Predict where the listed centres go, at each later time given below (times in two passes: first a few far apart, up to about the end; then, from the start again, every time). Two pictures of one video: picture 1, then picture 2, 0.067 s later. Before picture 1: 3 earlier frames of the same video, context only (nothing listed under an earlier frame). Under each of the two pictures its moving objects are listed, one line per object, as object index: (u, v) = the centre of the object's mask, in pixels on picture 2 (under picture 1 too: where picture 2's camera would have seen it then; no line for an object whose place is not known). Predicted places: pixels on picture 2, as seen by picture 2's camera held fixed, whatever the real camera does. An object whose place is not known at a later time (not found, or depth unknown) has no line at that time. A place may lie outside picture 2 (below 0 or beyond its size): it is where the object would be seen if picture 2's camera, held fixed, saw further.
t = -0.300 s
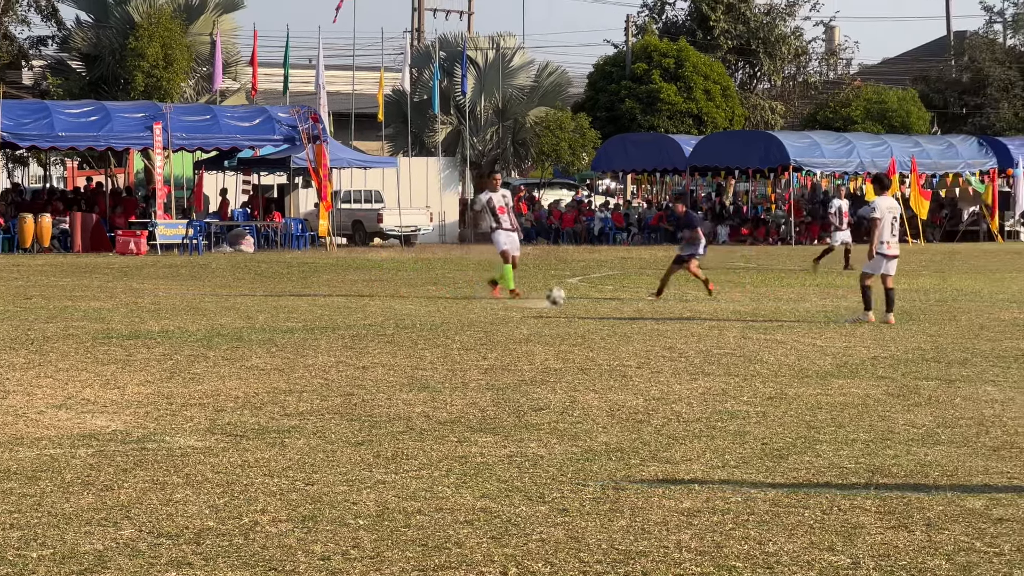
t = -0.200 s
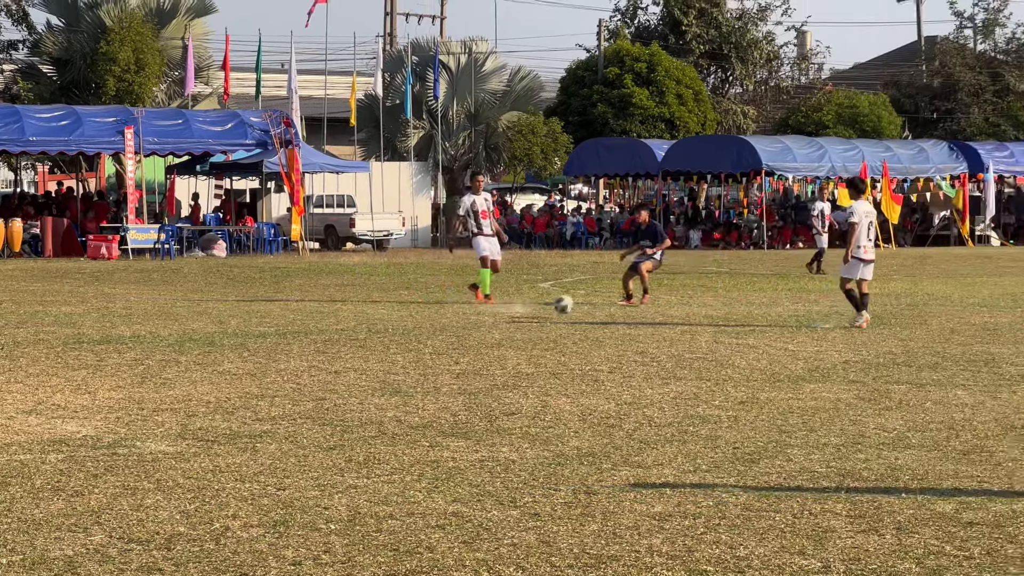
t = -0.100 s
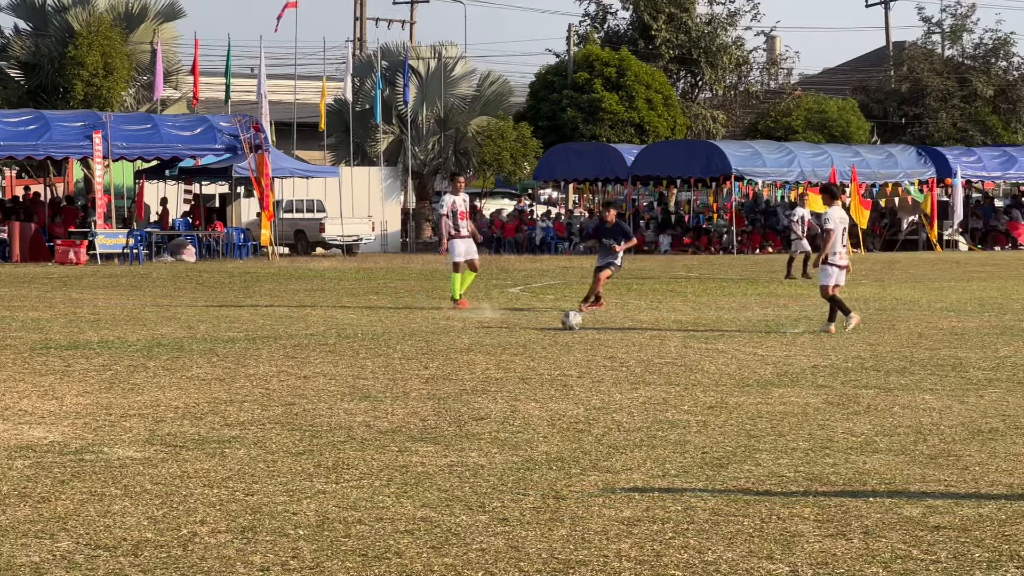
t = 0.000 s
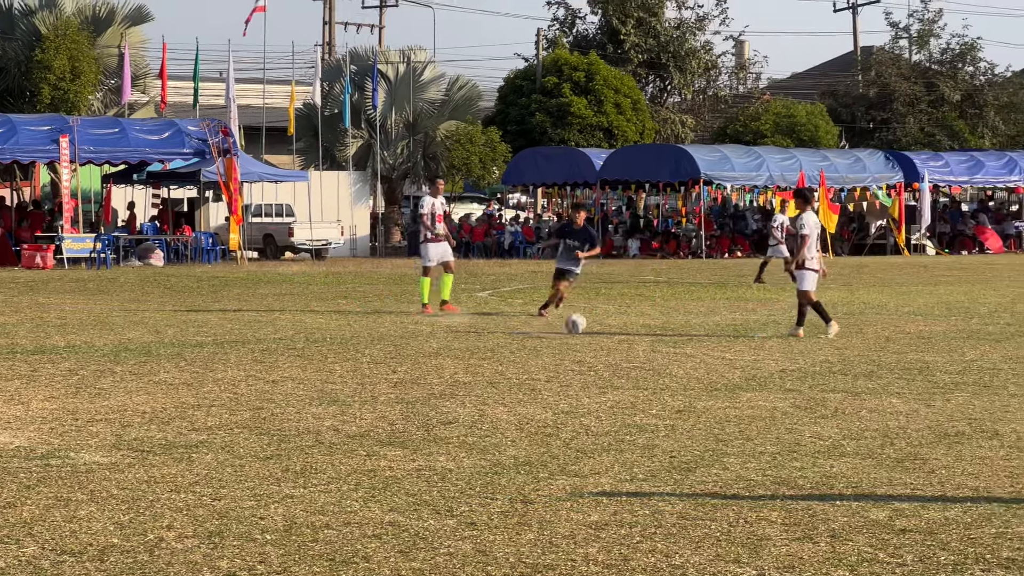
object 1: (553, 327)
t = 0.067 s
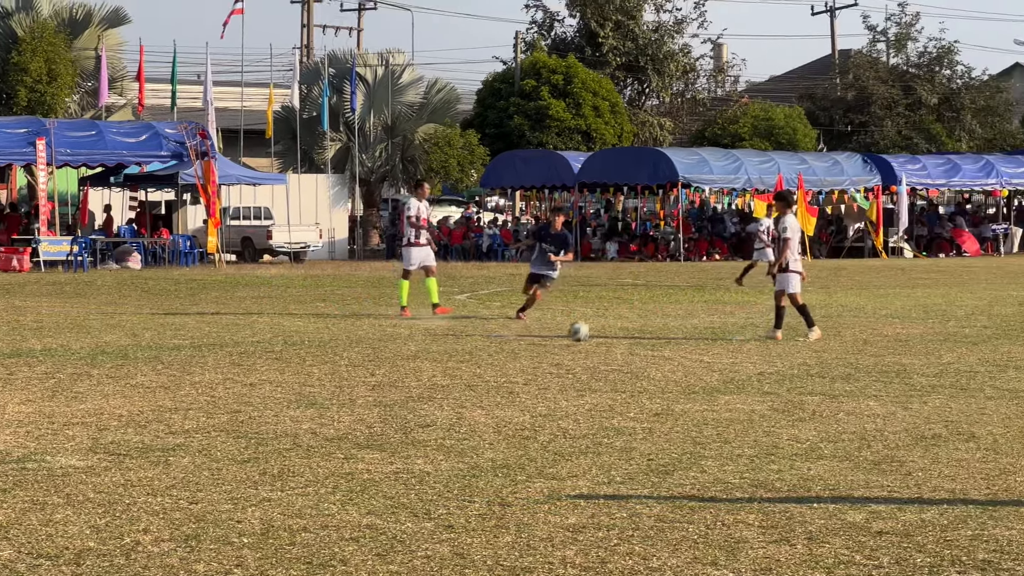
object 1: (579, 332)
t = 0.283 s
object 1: (657, 337)
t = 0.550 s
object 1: (761, 351)
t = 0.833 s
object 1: (884, 357)
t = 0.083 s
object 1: (585, 334)
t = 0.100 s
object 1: (591, 336)
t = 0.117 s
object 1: (598, 339)
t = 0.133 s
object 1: (604, 339)
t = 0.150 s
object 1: (610, 338)
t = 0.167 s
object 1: (616, 337)
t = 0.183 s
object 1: (622, 336)
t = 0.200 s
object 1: (627, 335)
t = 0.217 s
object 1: (633, 335)
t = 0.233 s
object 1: (640, 335)
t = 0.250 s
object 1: (646, 335)
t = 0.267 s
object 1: (652, 336)
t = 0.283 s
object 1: (657, 337)
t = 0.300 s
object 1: (663, 337)
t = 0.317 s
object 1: (670, 340)
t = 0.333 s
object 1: (678, 341)
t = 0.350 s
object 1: (683, 344)
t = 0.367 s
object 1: (689, 347)
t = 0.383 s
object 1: (696, 350)
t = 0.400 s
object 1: (703, 353)
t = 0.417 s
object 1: (709, 354)
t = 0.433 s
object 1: (715, 352)
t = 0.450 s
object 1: (722, 351)
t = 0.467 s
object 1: (728, 350)
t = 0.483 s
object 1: (735, 349)
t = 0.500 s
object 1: (741, 349)
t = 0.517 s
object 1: (748, 350)
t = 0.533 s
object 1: (754, 350)
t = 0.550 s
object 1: (761, 351)
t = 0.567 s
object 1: (768, 352)
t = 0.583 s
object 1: (774, 353)
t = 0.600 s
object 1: (782, 356)
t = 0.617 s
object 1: (788, 358)
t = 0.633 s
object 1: (796, 360)
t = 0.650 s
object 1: (803, 363)
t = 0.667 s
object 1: (810, 366)
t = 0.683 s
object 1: (817, 369)
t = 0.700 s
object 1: (823, 367)
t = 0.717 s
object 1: (831, 365)
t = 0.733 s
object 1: (839, 362)
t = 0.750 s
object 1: (846, 360)
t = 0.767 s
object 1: (854, 359)
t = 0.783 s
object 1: (861, 359)
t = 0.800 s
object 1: (869, 358)
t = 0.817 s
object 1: (876, 356)
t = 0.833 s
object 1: (884, 357)
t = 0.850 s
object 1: (892, 356)
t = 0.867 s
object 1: (900, 358)
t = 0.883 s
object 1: (908, 360)
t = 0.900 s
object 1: (916, 361)
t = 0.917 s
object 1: (923, 362)
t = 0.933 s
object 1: (933, 365)
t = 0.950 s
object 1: (940, 369)
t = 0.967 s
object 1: (948, 372)
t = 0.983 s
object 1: (957, 376)
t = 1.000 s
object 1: (965, 379)
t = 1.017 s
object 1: (974, 384)
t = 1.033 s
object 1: (983, 389)
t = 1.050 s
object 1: (992, 391)
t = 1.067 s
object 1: (1001, 388)
